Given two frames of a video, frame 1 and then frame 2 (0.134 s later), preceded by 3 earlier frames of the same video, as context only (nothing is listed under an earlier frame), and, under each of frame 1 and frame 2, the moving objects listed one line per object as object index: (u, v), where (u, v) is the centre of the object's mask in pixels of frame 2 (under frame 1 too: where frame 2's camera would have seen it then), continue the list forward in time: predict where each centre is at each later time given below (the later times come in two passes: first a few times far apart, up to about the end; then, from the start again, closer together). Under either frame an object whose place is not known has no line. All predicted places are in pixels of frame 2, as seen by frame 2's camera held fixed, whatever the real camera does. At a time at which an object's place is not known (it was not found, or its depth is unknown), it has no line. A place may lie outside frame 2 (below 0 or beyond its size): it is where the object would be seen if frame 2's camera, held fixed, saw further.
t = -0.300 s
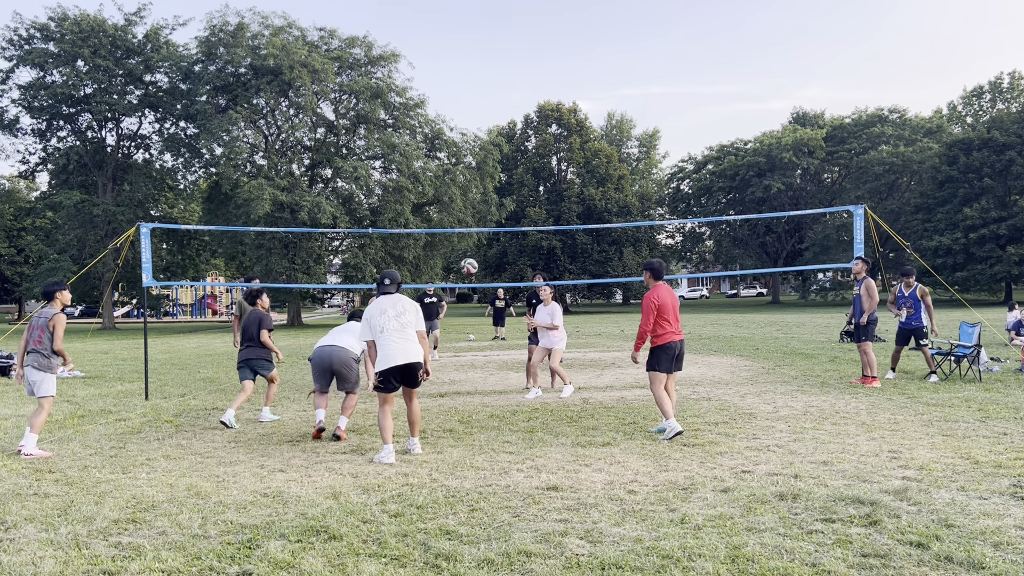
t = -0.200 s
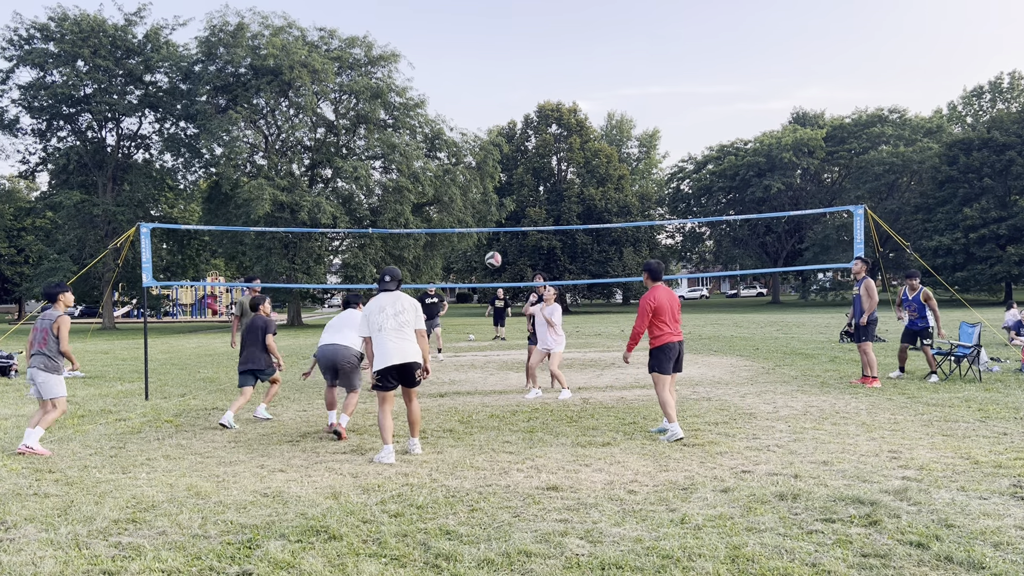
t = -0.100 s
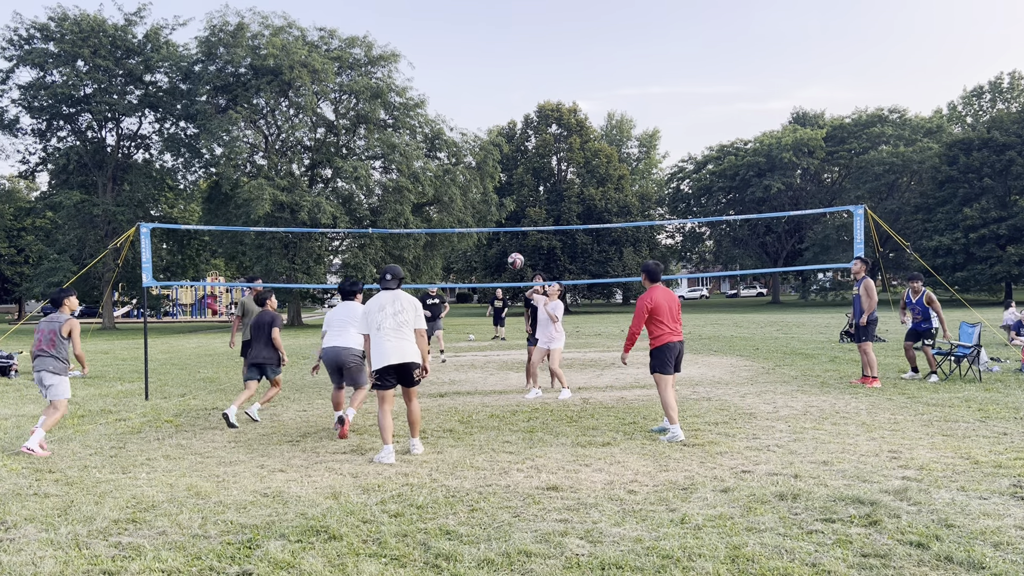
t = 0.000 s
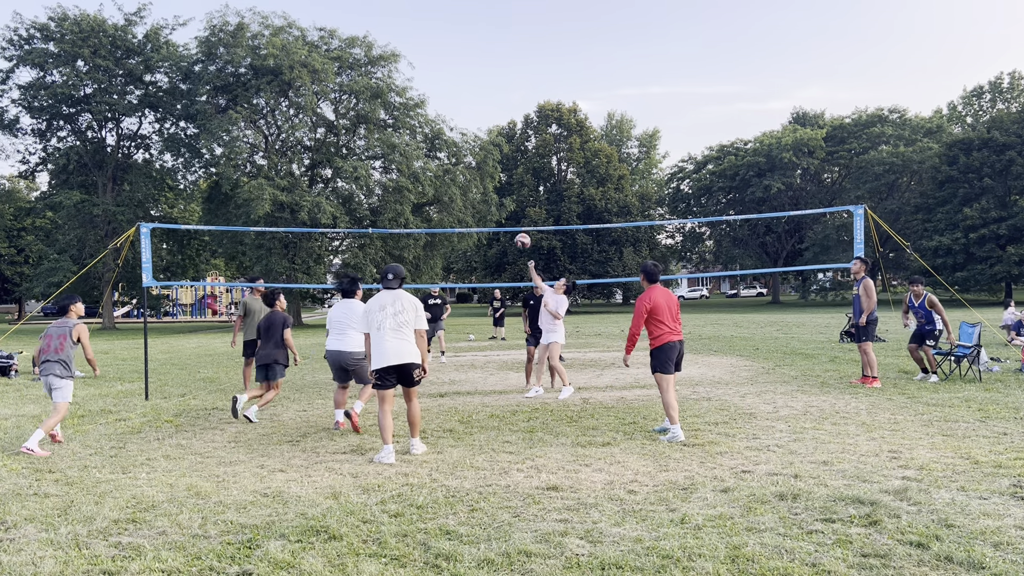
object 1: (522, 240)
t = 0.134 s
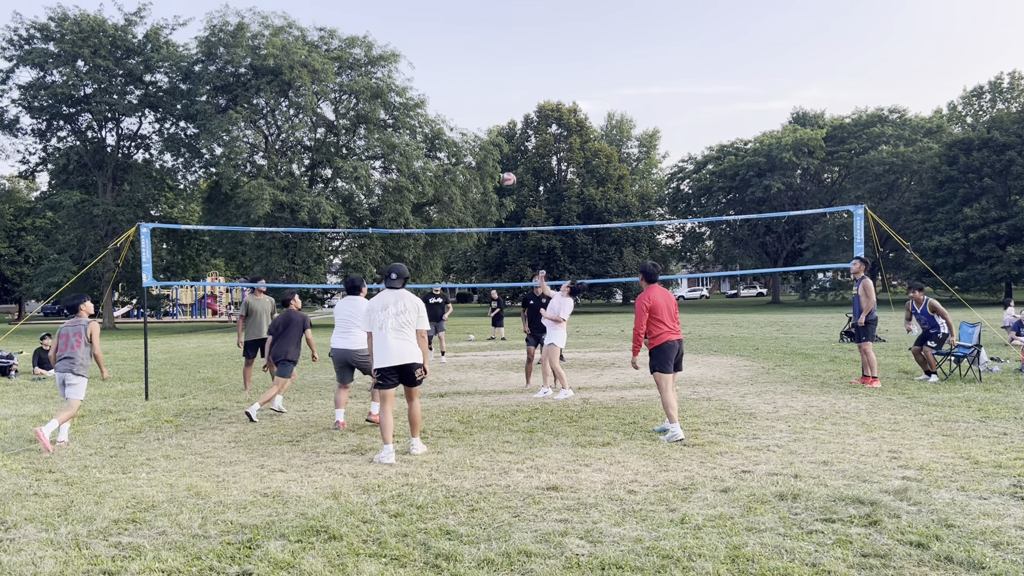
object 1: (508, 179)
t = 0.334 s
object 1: (488, 118)
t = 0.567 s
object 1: (469, 86)
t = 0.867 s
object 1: (449, 101)
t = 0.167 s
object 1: (505, 167)
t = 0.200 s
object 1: (501, 155)
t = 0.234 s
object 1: (498, 144)
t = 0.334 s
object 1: (488, 118)
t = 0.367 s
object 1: (485, 111)
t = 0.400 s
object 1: (482, 104)
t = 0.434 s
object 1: (480, 99)
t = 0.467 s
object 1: (477, 95)
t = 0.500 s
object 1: (474, 91)
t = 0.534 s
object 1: (471, 87)
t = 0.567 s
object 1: (469, 86)
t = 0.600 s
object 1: (467, 84)
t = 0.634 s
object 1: (464, 84)
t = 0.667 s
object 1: (462, 84)
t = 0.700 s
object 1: (459, 85)
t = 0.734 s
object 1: (457, 87)
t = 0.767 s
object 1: (455, 89)
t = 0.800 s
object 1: (453, 92)
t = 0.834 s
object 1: (451, 97)
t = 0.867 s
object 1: (449, 101)
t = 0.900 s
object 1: (447, 107)
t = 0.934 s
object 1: (445, 113)
